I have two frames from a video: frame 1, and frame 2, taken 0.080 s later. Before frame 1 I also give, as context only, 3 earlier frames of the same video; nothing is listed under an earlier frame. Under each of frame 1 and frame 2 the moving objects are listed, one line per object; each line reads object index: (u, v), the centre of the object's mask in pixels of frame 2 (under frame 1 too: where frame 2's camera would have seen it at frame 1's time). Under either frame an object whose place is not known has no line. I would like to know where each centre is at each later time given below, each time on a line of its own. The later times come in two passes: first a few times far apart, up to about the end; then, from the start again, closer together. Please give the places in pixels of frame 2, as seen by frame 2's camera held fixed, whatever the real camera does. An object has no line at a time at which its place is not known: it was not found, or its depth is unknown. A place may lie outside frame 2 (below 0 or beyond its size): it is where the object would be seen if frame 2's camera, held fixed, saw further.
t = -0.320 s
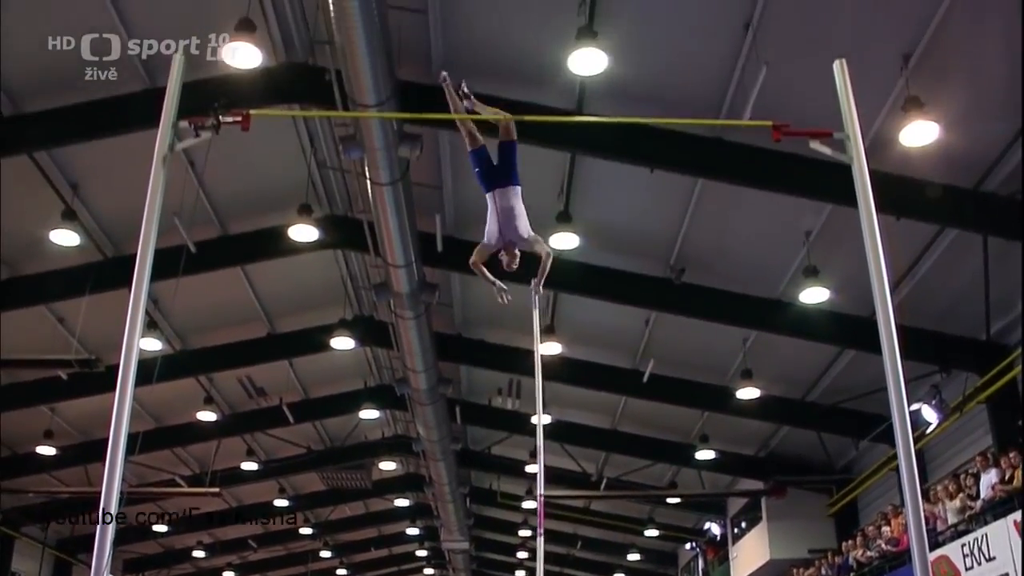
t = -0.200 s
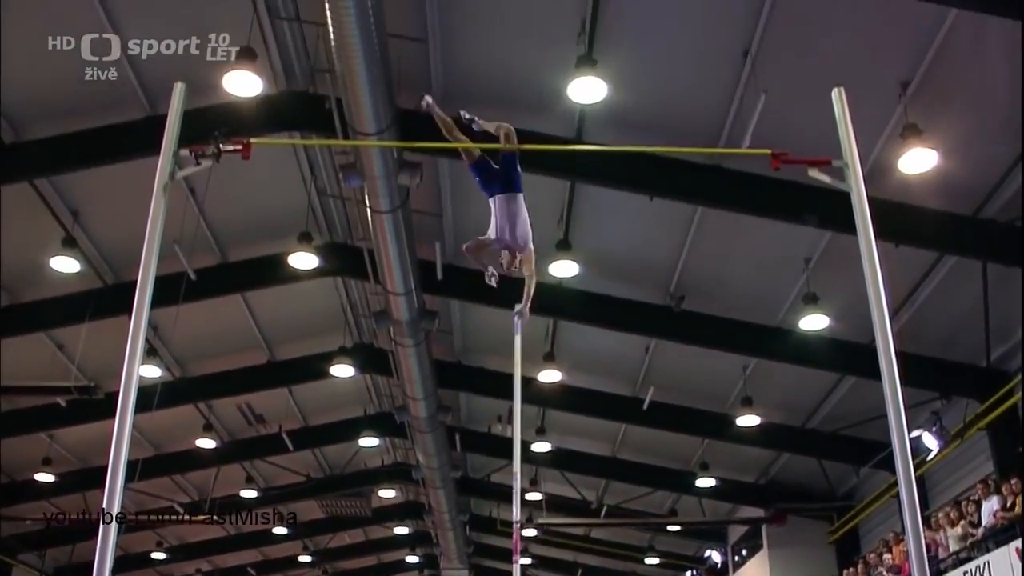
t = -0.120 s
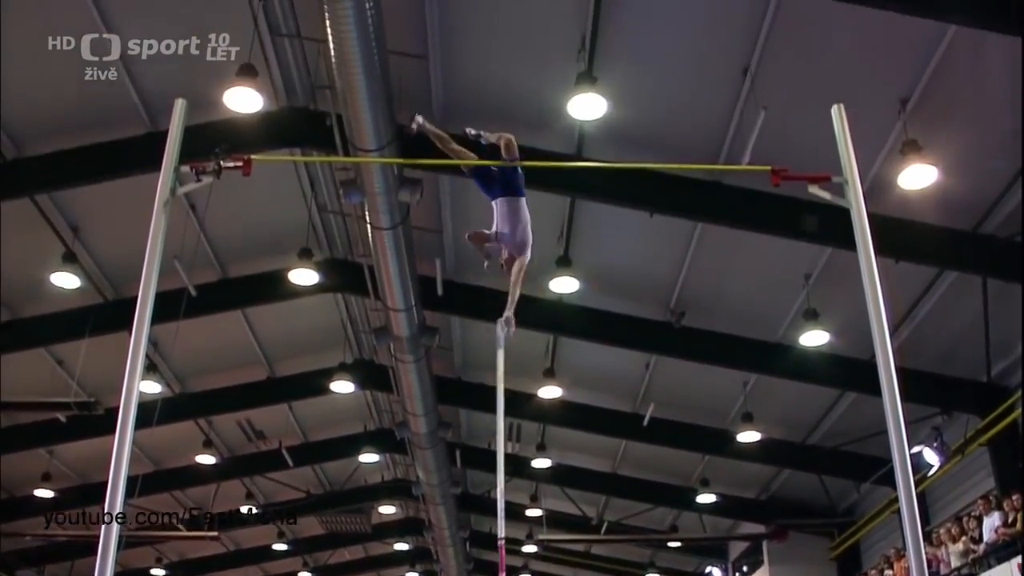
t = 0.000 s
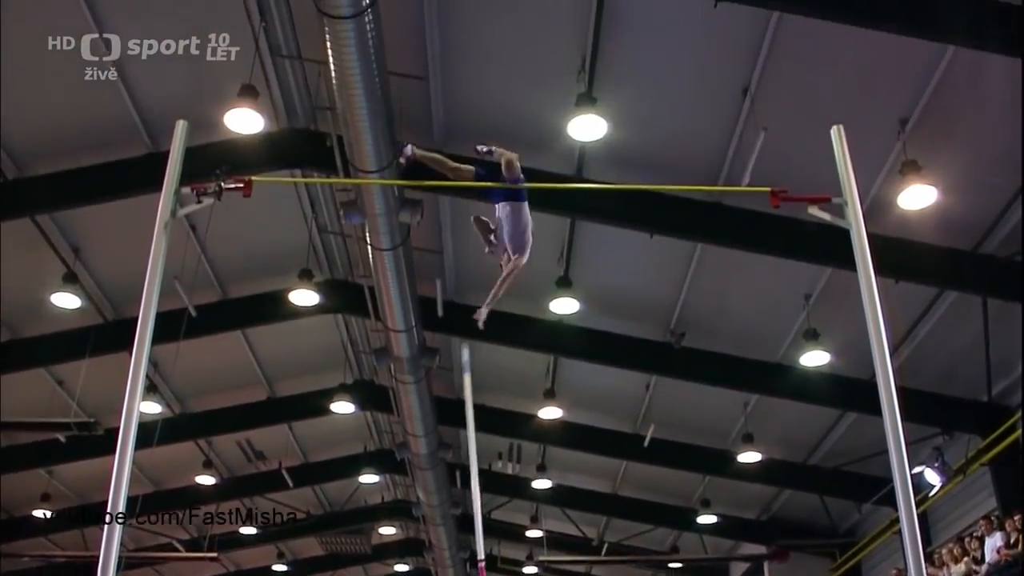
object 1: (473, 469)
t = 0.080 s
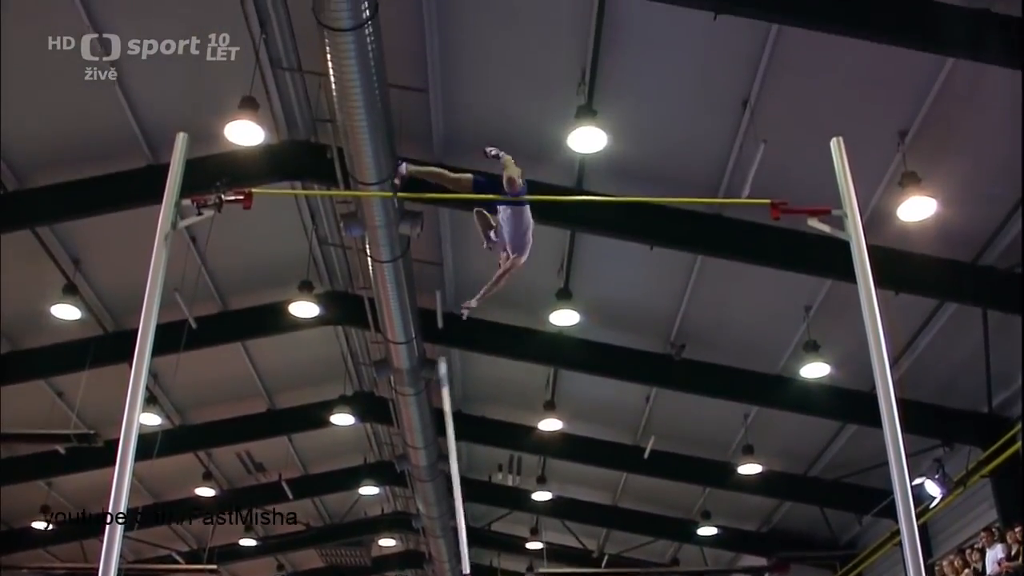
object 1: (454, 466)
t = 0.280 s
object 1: (406, 459)
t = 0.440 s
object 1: (368, 455)
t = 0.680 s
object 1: (305, 465)
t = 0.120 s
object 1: (444, 463)
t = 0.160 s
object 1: (435, 463)
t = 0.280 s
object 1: (406, 459)
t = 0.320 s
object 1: (397, 457)
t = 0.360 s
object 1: (387, 456)
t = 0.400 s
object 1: (378, 456)
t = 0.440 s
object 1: (368, 455)
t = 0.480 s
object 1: (359, 459)
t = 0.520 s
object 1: (348, 461)
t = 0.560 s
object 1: (337, 460)
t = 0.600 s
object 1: (327, 462)
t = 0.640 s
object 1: (316, 463)
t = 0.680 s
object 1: (305, 465)
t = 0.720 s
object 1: (294, 467)
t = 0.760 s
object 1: (282, 470)
